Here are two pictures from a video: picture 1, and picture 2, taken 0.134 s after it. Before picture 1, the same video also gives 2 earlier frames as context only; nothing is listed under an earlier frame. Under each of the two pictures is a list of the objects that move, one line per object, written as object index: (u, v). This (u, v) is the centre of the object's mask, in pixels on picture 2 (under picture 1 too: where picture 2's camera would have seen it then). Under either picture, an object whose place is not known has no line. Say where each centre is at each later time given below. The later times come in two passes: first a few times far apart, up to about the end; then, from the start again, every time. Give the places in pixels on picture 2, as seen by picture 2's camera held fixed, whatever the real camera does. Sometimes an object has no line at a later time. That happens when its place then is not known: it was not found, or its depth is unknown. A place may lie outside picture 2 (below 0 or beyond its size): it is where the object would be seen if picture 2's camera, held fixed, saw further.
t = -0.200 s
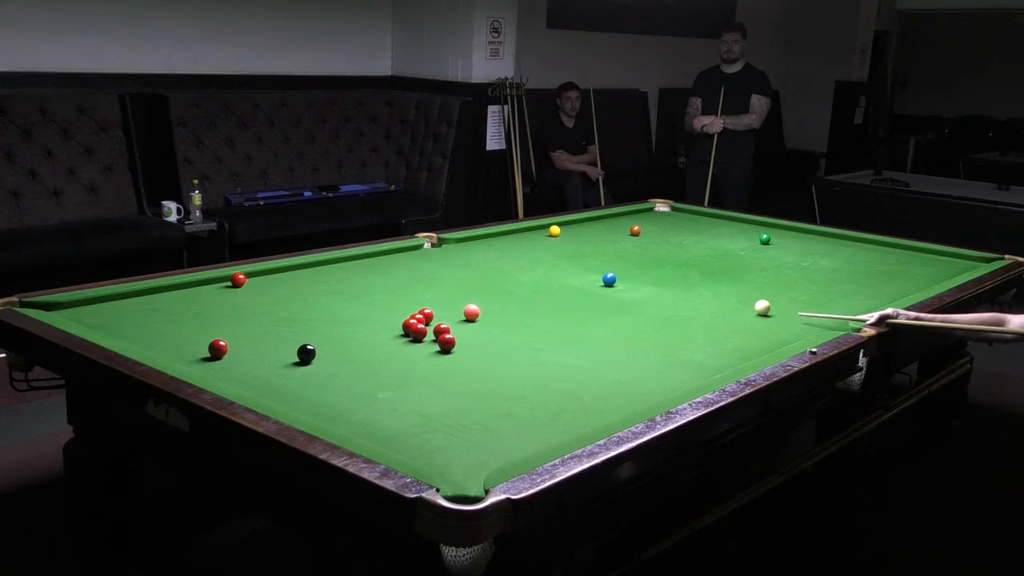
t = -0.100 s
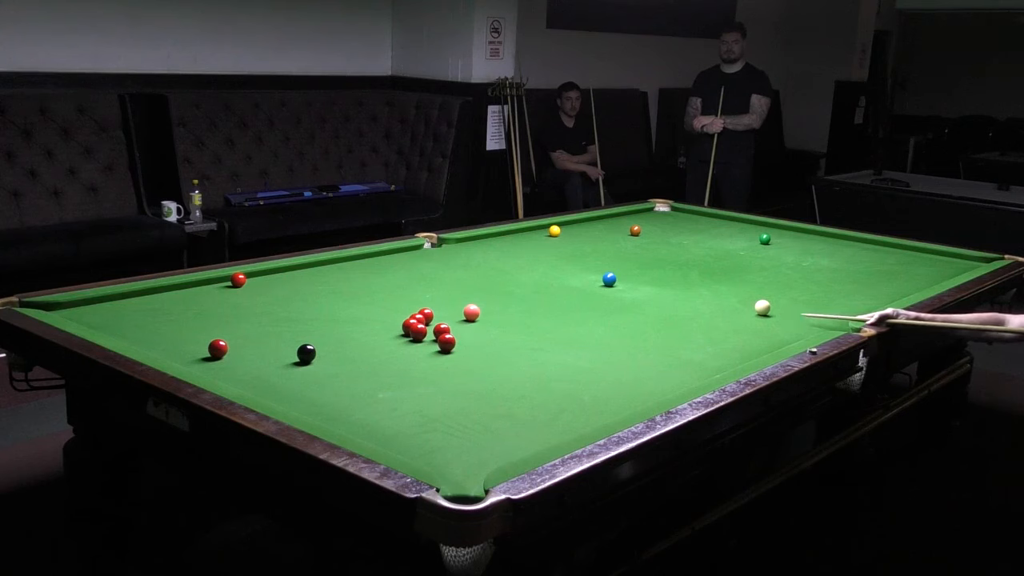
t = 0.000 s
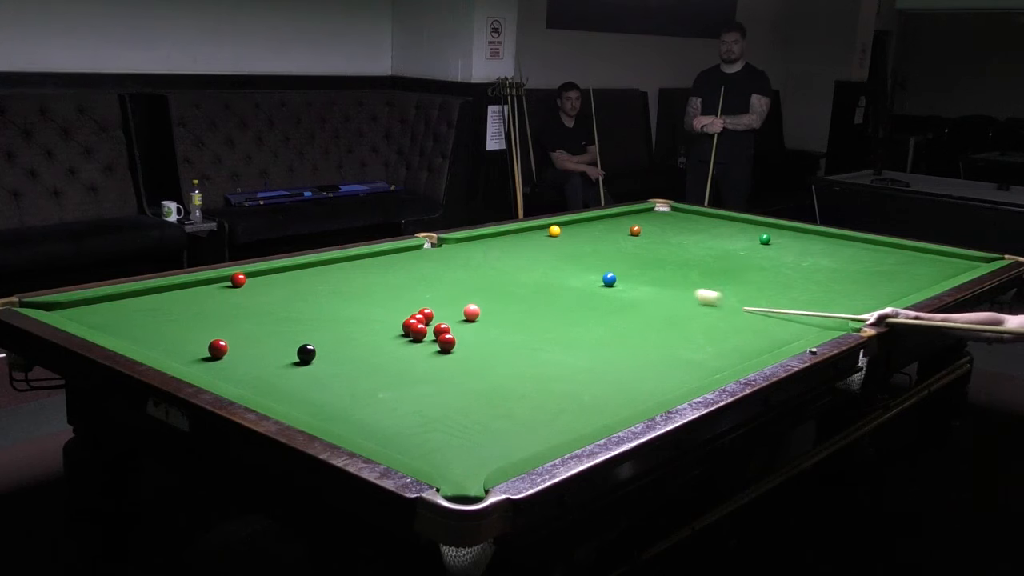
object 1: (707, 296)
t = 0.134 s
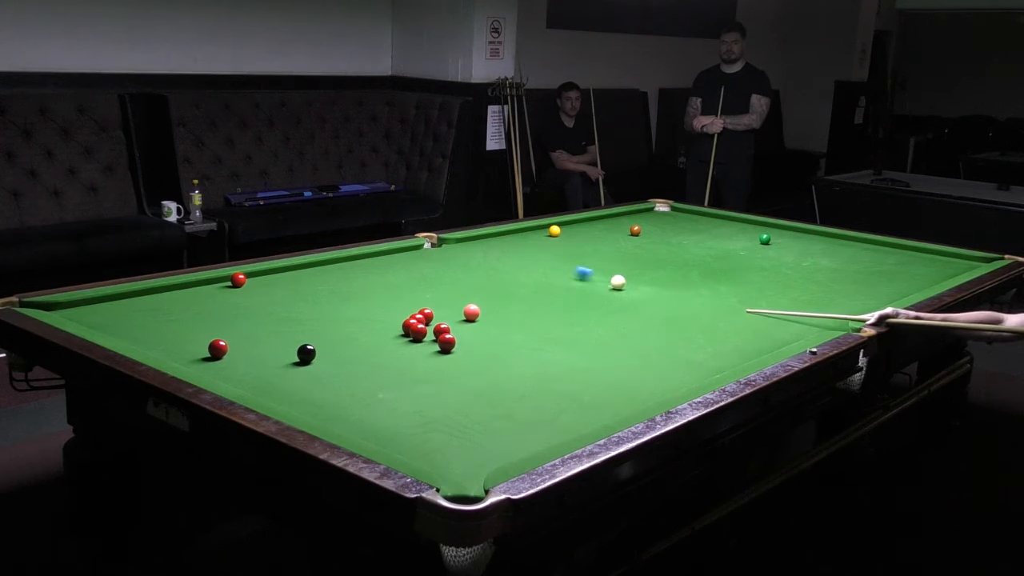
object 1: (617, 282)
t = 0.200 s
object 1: (615, 283)
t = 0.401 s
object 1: (625, 289)
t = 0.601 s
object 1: (641, 296)
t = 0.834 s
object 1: (660, 305)
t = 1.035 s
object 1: (676, 312)
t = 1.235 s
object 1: (692, 319)
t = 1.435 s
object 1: (709, 326)
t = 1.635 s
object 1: (725, 334)
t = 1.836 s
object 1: (742, 341)
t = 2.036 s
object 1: (759, 348)
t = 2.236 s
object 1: (759, 349)
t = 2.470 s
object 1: (740, 348)
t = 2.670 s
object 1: (726, 346)
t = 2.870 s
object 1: (712, 344)
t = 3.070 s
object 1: (701, 342)
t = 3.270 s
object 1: (690, 341)
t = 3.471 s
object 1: (681, 340)
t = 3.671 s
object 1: (673, 338)
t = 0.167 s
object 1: (617, 282)
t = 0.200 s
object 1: (615, 283)
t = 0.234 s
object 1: (615, 284)
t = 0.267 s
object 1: (616, 285)
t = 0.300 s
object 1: (617, 286)
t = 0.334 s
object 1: (620, 287)
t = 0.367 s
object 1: (622, 288)
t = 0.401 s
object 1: (625, 289)
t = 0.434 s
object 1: (628, 291)
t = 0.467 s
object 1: (630, 291)
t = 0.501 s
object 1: (633, 293)
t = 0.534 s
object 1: (636, 294)
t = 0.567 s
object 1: (637, 295)
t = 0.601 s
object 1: (641, 296)
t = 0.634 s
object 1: (644, 298)
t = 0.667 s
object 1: (645, 298)
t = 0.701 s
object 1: (649, 300)
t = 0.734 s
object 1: (652, 301)
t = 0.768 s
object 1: (653, 302)
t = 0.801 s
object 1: (657, 303)
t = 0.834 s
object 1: (660, 305)
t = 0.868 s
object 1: (661, 305)
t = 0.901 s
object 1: (664, 307)
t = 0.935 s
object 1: (668, 308)
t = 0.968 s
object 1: (669, 309)
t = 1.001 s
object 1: (673, 310)
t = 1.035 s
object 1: (676, 312)
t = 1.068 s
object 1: (677, 312)
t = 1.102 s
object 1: (681, 314)
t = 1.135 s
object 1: (684, 315)
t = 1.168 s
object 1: (686, 316)
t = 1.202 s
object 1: (689, 318)
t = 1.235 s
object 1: (692, 319)
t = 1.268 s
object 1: (694, 320)
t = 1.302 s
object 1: (697, 321)
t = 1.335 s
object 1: (700, 323)
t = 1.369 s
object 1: (702, 323)
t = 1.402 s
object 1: (705, 325)
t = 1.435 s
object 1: (709, 326)
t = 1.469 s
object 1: (710, 327)
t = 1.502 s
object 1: (714, 329)
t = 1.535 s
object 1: (717, 330)
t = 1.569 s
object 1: (719, 331)
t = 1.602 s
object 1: (722, 332)
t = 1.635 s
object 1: (725, 334)
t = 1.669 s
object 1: (727, 334)
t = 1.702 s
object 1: (730, 336)
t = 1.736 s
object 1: (734, 337)
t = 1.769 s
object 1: (736, 338)
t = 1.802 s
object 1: (739, 340)
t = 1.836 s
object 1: (742, 341)
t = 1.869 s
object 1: (744, 342)
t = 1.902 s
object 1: (747, 343)
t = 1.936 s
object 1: (751, 345)
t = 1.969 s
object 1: (752, 345)
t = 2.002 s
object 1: (756, 347)
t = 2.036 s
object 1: (759, 348)
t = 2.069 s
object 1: (760, 348)
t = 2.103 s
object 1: (763, 349)
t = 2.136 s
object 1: (766, 349)
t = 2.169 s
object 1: (764, 349)
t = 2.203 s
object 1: (762, 349)
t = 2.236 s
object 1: (759, 349)
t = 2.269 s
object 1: (756, 350)
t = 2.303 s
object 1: (754, 350)
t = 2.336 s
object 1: (751, 350)
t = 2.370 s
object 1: (748, 349)
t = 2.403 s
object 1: (746, 349)
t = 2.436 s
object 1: (743, 349)
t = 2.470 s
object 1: (740, 348)
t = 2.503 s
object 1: (739, 348)
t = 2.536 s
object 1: (736, 348)
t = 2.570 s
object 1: (733, 347)
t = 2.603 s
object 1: (731, 347)
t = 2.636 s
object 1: (728, 347)
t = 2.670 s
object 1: (726, 346)
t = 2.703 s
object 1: (724, 346)
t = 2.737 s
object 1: (722, 346)
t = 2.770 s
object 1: (719, 345)
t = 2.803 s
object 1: (718, 345)
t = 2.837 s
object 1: (715, 345)
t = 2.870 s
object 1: (712, 344)
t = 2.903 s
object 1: (711, 344)
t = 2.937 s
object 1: (709, 344)
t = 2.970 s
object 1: (706, 343)
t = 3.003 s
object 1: (705, 343)
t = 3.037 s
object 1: (703, 343)
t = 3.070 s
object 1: (701, 342)
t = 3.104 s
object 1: (700, 342)
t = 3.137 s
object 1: (697, 342)
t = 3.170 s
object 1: (695, 342)
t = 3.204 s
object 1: (694, 342)
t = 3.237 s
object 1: (692, 341)
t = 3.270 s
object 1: (690, 341)
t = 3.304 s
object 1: (689, 341)
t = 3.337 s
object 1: (687, 341)
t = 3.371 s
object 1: (685, 340)
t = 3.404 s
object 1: (684, 340)
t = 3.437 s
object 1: (683, 340)
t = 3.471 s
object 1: (681, 340)
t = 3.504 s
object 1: (680, 339)
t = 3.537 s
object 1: (678, 339)
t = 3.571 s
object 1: (677, 339)
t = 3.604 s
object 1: (676, 339)
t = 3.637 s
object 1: (674, 339)
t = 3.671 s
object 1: (673, 338)
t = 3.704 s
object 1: (672, 338)
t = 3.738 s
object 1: (671, 338)
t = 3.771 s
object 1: (669, 338)
